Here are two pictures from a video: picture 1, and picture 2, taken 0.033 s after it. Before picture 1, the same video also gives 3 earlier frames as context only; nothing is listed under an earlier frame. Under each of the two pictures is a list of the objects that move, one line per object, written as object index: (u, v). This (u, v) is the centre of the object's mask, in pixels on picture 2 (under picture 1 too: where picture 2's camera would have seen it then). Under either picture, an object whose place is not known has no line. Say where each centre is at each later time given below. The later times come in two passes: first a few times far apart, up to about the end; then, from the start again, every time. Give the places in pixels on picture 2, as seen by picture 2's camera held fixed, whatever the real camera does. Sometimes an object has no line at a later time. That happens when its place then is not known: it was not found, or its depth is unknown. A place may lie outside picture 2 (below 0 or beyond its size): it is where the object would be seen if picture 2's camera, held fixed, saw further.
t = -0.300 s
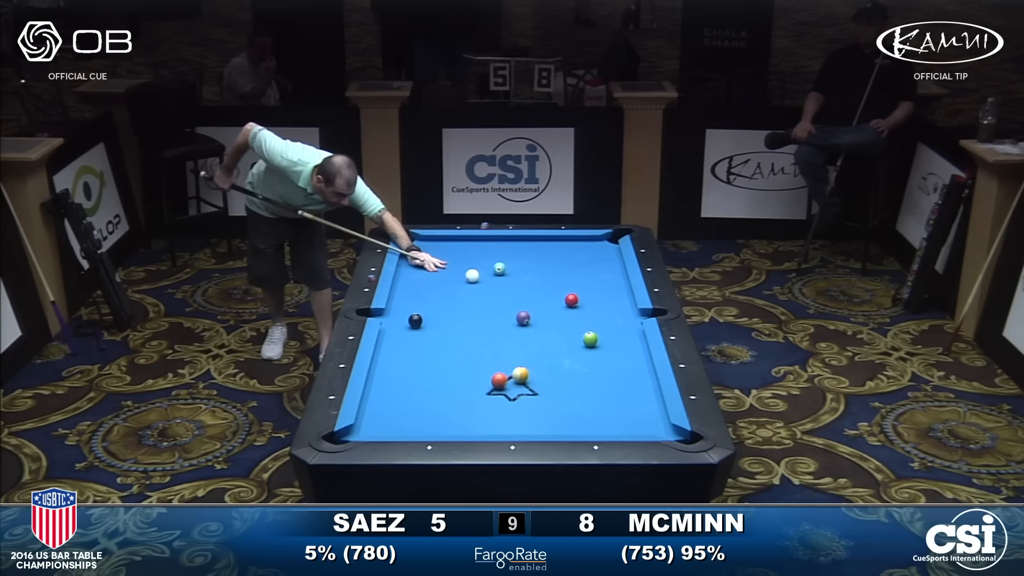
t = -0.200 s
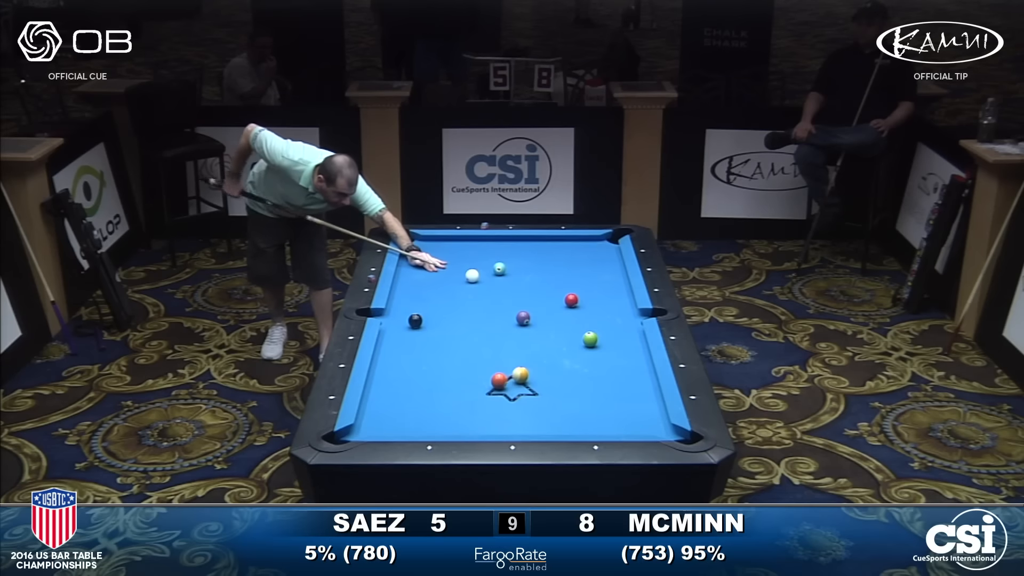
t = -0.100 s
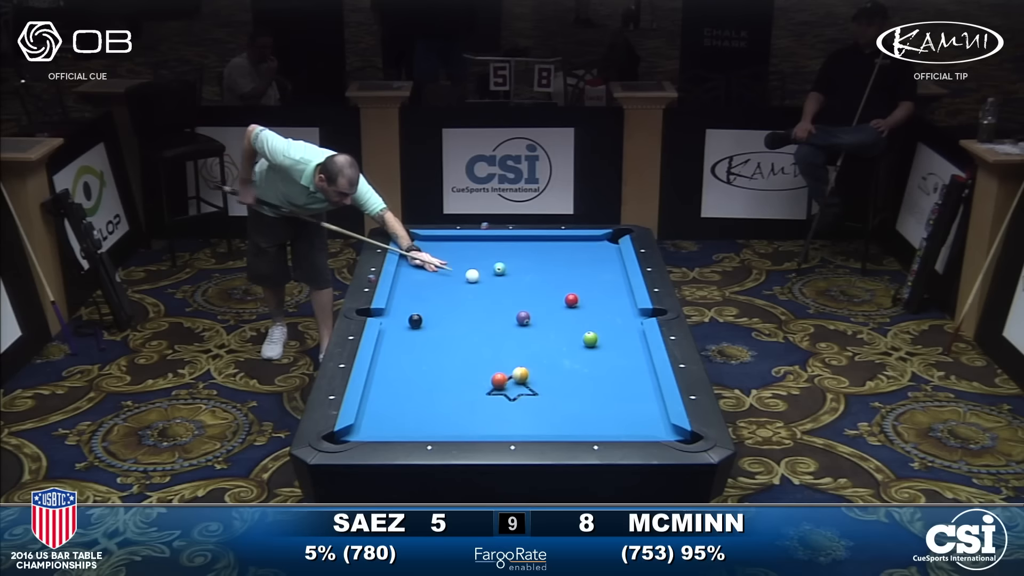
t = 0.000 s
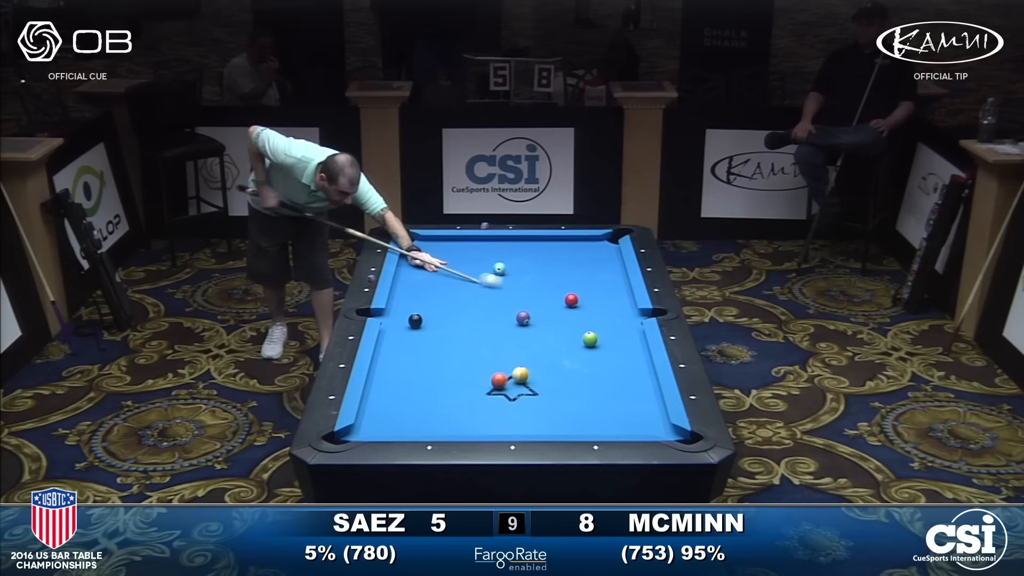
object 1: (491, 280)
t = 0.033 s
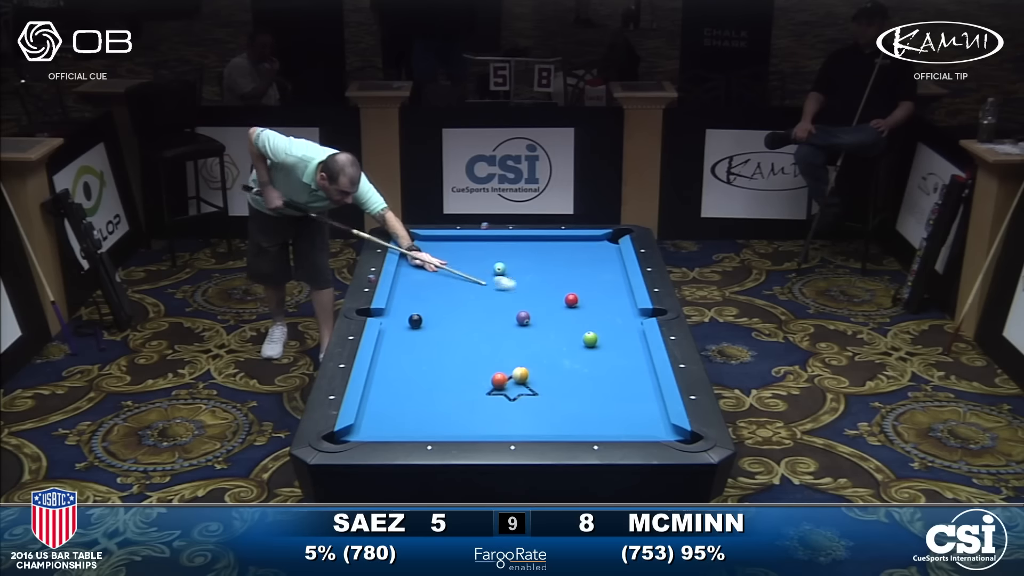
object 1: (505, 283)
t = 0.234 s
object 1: (559, 298)
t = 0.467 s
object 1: (557, 298)
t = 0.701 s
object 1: (556, 299)
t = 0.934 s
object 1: (556, 299)
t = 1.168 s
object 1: (556, 299)
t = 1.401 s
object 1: (556, 299)
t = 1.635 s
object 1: (556, 299)
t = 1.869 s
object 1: (556, 299)
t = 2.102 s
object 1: (556, 299)
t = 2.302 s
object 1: (556, 299)
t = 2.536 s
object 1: (556, 299)
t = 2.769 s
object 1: (556, 299)
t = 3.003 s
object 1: (556, 299)
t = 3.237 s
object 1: (556, 299)
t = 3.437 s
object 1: (556, 299)
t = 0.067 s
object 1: (517, 287)
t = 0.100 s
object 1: (530, 290)
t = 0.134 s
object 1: (543, 293)
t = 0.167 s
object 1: (554, 296)
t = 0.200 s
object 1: (559, 297)
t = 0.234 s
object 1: (559, 298)
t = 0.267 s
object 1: (559, 298)
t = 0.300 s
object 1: (558, 298)
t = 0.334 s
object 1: (558, 298)
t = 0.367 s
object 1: (558, 298)
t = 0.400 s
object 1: (558, 298)
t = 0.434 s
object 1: (558, 298)
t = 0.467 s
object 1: (557, 298)
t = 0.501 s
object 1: (557, 299)
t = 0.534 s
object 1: (557, 299)
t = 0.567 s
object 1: (557, 299)
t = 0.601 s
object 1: (557, 299)
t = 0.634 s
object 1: (556, 299)
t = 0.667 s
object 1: (556, 299)
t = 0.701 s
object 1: (556, 299)
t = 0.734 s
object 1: (556, 299)
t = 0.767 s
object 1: (556, 299)
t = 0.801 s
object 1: (556, 299)
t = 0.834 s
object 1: (556, 299)
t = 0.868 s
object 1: (556, 299)
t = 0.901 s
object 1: (556, 299)
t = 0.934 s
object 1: (556, 299)
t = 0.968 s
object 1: (556, 299)
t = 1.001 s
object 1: (556, 299)
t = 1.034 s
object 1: (556, 299)
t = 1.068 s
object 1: (556, 299)
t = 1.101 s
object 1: (556, 299)
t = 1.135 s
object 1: (556, 299)
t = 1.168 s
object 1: (556, 299)
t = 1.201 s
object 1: (556, 299)
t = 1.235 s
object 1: (556, 299)
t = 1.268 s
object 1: (556, 299)
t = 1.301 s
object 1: (556, 299)
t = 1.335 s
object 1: (556, 299)
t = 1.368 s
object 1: (556, 299)
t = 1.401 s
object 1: (556, 299)
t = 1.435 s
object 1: (556, 299)
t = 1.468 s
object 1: (556, 299)
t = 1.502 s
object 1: (556, 299)
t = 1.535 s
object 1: (556, 299)
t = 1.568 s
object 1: (556, 299)
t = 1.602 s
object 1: (556, 299)
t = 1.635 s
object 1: (556, 299)
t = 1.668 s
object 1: (556, 299)
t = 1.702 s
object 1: (556, 299)
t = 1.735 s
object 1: (556, 299)
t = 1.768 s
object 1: (556, 299)
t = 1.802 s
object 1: (556, 299)
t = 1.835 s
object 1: (556, 299)
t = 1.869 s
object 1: (556, 299)
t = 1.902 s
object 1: (556, 299)
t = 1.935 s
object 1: (556, 299)
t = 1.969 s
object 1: (556, 299)
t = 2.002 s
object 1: (556, 299)
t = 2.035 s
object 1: (556, 299)
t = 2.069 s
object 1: (556, 299)
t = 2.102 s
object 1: (556, 299)
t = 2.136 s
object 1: (556, 299)
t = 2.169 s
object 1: (556, 299)
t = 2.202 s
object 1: (556, 299)
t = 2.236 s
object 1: (556, 299)
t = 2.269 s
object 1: (556, 299)
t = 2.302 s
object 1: (556, 299)
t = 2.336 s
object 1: (556, 299)
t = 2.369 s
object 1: (556, 299)
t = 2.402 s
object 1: (556, 299)
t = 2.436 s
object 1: (556, 299)
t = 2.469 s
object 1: (556, 299)
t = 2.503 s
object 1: (556, 299)
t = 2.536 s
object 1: (556, 299)
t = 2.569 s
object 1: (556, 299)
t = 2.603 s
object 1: (556, 299)
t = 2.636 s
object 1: (556, 299)
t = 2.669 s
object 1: (556, 299)
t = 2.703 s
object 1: (556, 299)
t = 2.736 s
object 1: (556, 299)
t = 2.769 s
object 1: (556, 299)
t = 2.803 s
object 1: (556, 299)
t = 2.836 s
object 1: (556, 299)
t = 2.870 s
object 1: (556, 299)
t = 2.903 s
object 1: (556, 299)
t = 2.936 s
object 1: (556, 299)
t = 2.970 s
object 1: (556, 299)
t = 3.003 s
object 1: (556, 299)
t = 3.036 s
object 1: (556, 299)
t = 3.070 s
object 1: (556, 299)
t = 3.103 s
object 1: (556, 299)
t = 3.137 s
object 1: (556, 299)
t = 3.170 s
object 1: (556, 299)
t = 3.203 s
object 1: (556, 299)
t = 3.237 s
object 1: (556, 299)
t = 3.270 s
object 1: (556, 299)
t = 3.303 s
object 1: (556, 299)
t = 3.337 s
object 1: (556, 299)
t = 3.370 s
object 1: (556, 299)
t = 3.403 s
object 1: (556, 299)
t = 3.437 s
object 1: (556, 299)
